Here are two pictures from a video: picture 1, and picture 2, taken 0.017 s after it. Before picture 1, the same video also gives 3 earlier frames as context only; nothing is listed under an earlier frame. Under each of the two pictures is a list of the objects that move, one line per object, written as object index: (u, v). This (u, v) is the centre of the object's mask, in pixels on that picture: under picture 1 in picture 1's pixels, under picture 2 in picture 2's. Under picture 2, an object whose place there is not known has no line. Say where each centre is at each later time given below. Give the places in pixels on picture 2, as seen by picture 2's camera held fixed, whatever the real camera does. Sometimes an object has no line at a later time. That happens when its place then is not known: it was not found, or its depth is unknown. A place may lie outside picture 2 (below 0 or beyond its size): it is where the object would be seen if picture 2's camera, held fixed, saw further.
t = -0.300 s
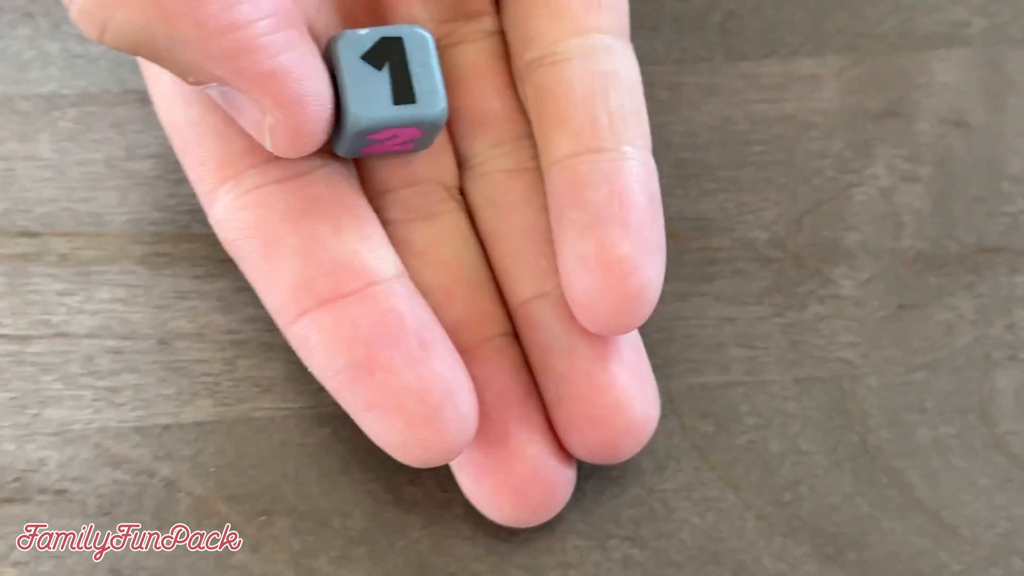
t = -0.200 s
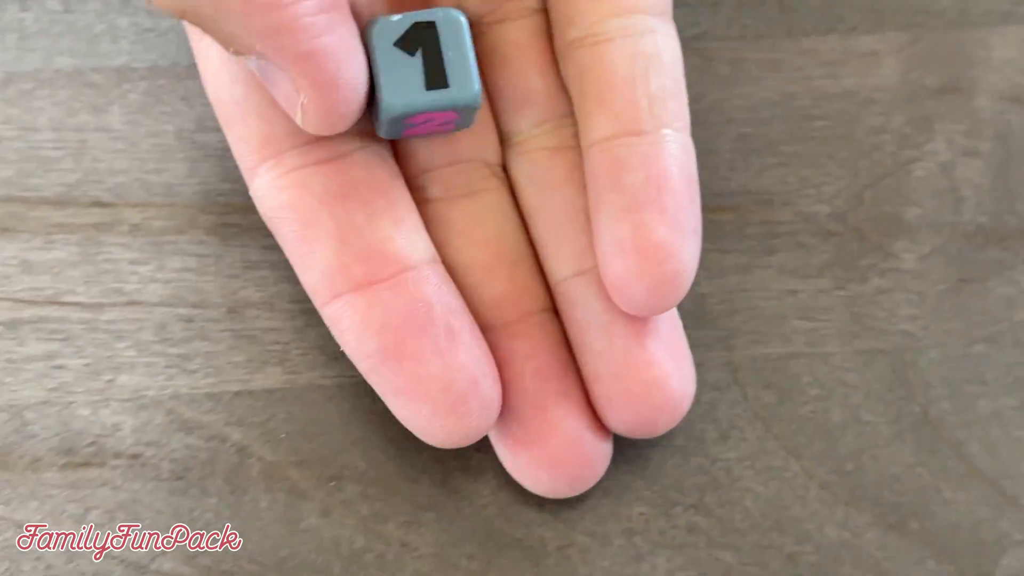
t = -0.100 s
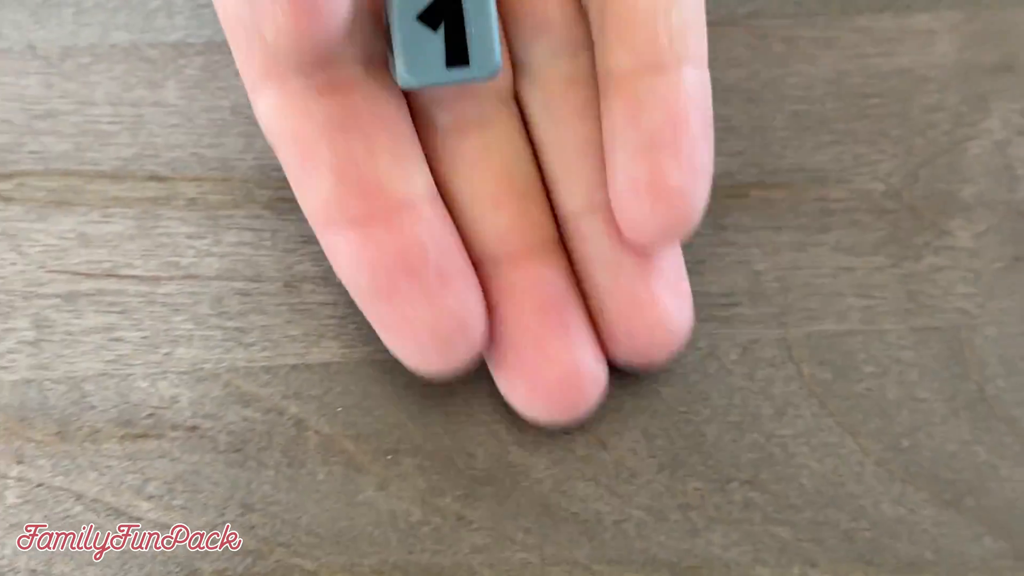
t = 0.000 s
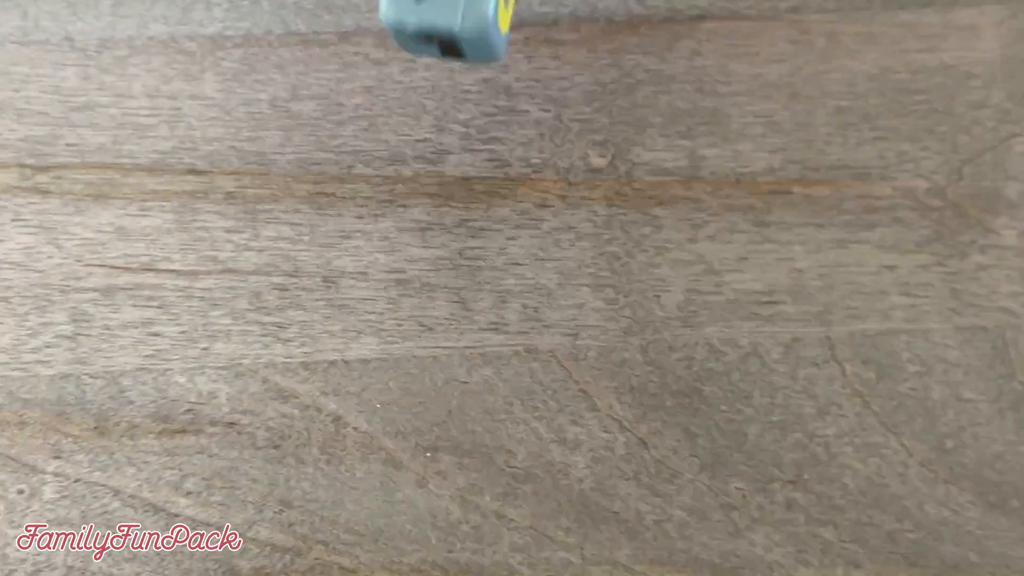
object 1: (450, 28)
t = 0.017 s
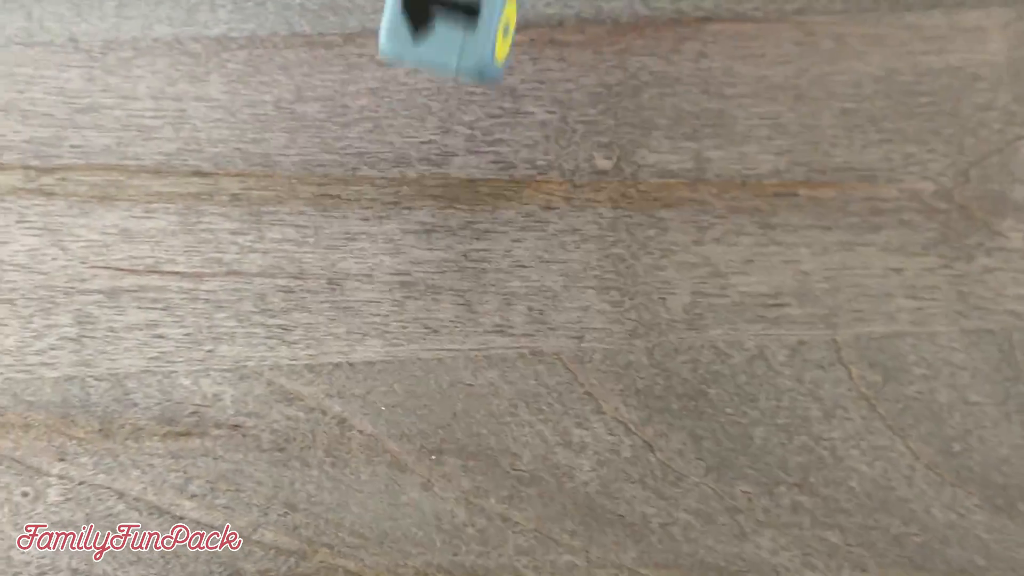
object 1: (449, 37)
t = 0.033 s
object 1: (444, 54)
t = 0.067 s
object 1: (435, 125)
